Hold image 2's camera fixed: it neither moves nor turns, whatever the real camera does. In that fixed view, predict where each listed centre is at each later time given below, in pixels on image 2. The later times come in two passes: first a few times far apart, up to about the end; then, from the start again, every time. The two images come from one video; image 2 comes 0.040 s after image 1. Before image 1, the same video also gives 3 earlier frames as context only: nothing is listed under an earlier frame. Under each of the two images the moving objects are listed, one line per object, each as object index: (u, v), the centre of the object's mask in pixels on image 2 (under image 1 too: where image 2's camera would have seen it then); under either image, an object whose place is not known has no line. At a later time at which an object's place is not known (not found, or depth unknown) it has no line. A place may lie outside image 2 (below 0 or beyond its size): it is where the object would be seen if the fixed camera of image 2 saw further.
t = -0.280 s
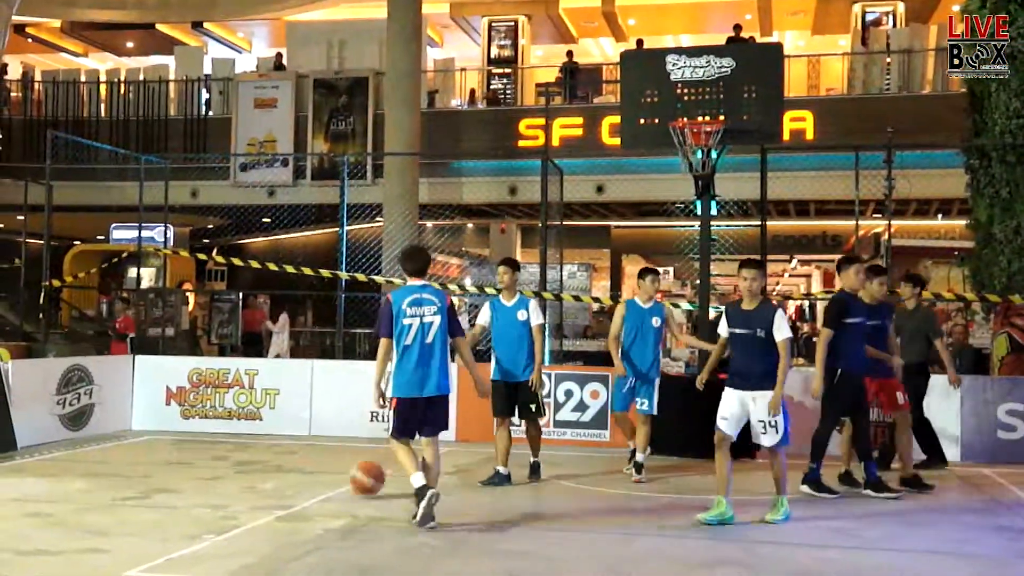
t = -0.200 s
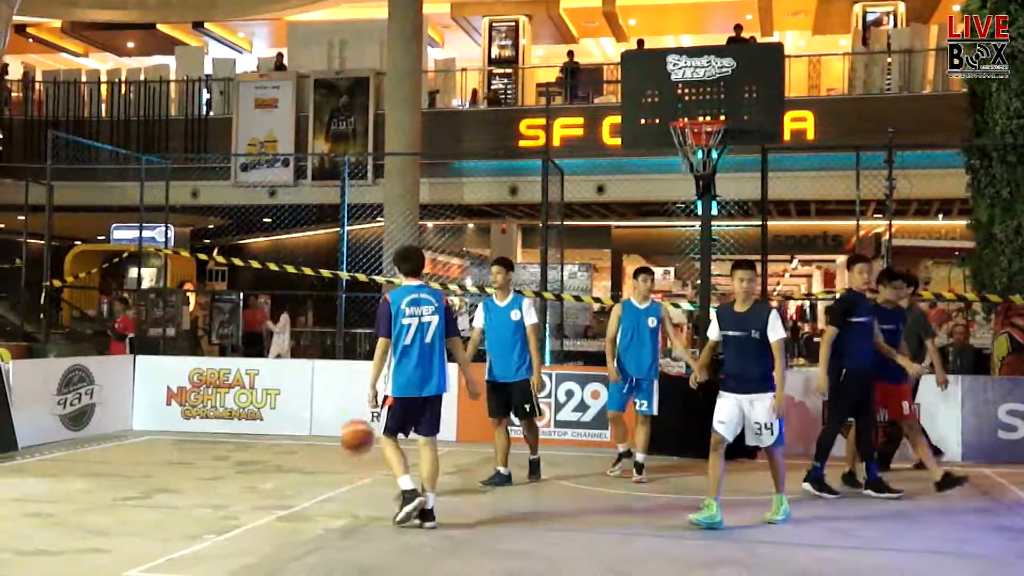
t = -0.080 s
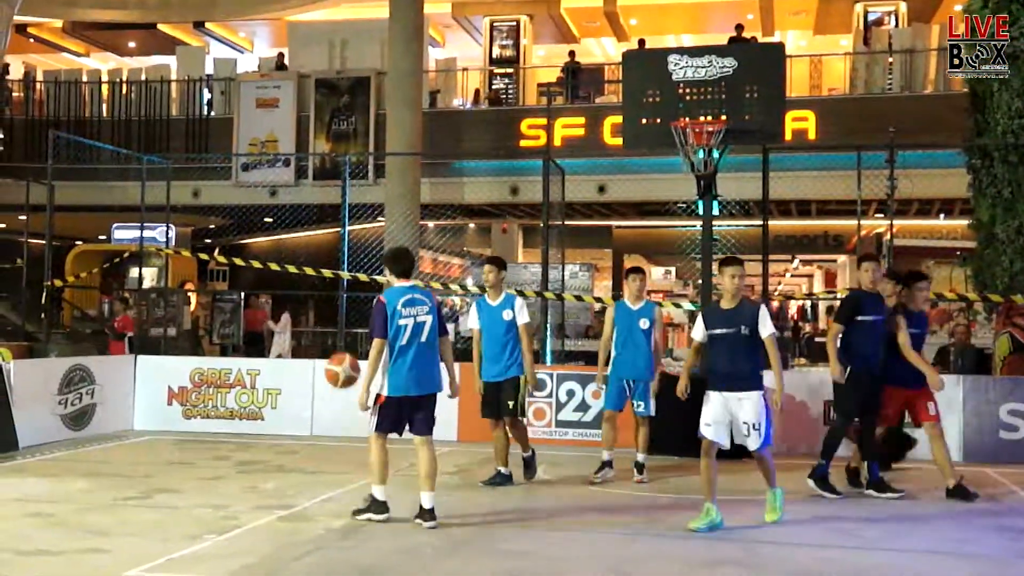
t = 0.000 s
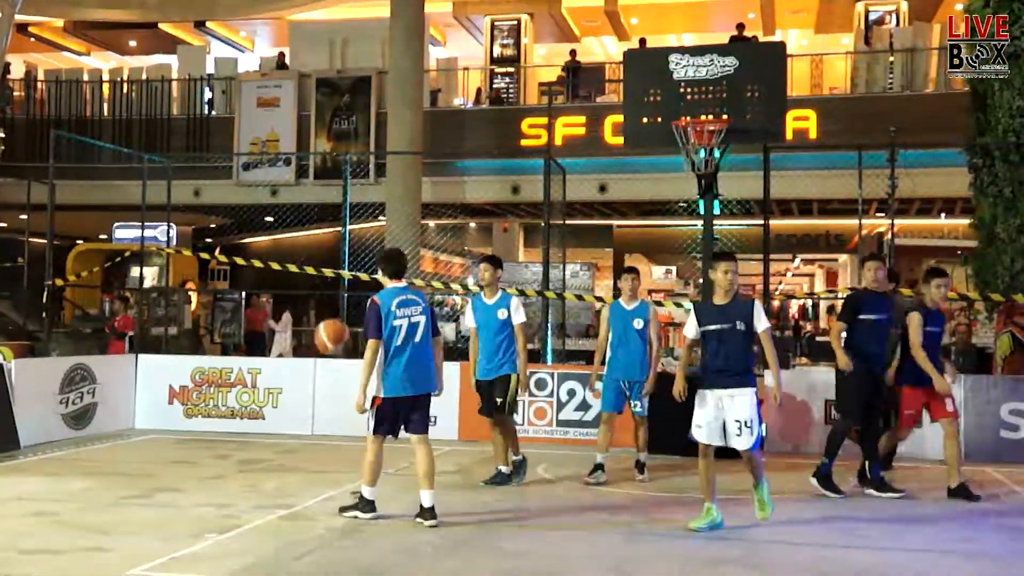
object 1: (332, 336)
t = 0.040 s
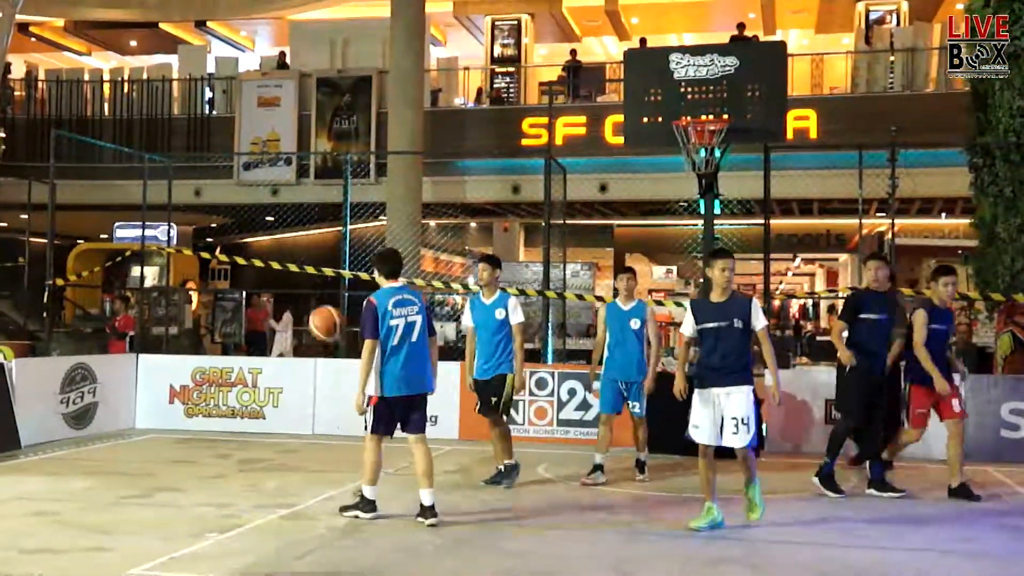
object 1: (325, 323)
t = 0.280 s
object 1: (291, 292)
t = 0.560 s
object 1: (245, 364)
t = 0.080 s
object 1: (321, 313)
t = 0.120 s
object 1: (315, 305)
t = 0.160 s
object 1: (309, 298)
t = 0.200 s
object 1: (303, 293)
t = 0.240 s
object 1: (297, 292)
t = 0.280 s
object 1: (291, 292)
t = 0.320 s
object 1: (285, 295)
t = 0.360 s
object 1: (278, 299)
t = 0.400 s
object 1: (272, 307)
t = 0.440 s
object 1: (265, 318)
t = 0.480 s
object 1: (258, 331)
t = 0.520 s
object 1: (251, 346)
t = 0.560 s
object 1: (245, 364)
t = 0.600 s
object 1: (237, 386)
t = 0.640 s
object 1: (230, 410)
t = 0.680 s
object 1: (219, 434)
